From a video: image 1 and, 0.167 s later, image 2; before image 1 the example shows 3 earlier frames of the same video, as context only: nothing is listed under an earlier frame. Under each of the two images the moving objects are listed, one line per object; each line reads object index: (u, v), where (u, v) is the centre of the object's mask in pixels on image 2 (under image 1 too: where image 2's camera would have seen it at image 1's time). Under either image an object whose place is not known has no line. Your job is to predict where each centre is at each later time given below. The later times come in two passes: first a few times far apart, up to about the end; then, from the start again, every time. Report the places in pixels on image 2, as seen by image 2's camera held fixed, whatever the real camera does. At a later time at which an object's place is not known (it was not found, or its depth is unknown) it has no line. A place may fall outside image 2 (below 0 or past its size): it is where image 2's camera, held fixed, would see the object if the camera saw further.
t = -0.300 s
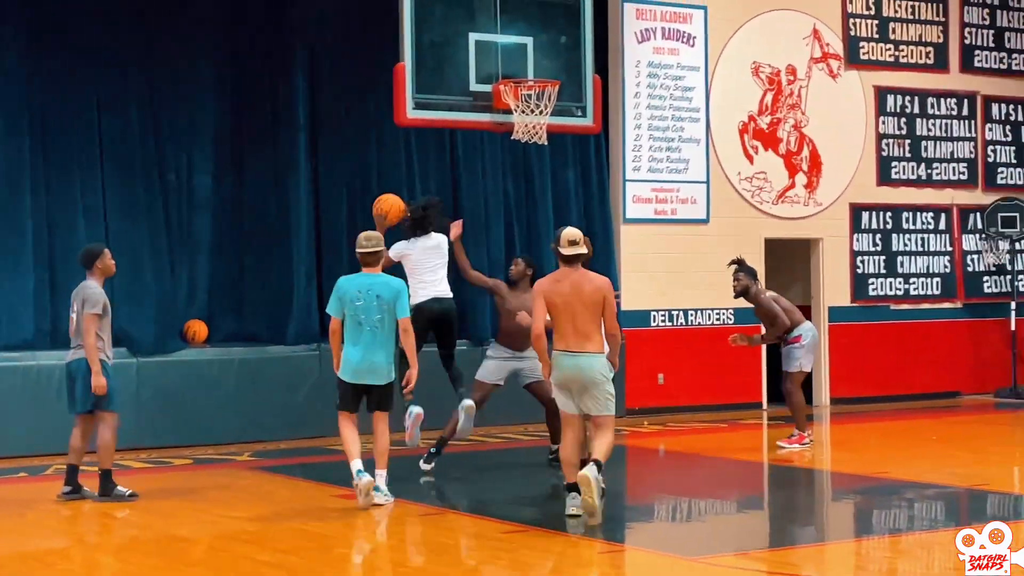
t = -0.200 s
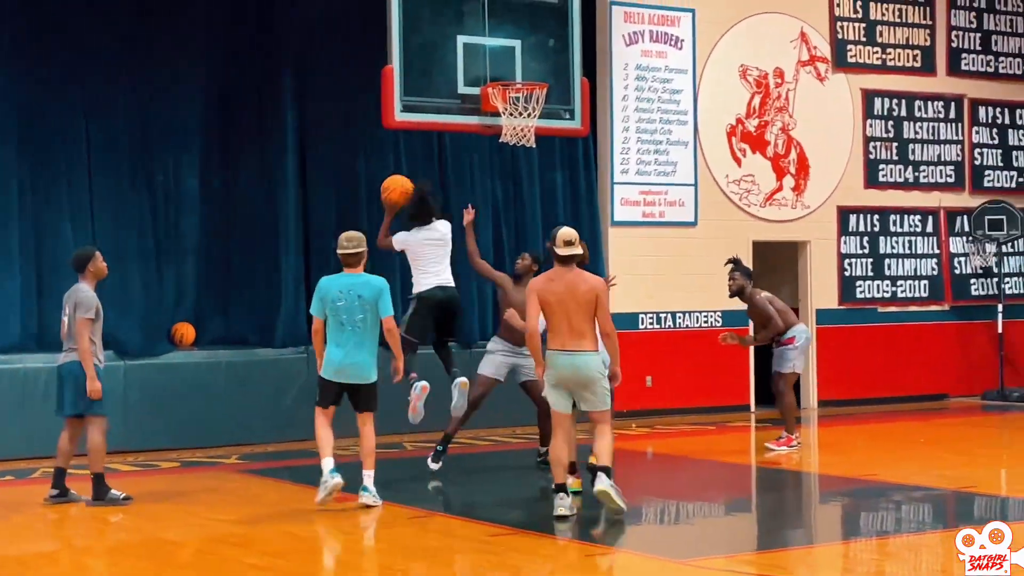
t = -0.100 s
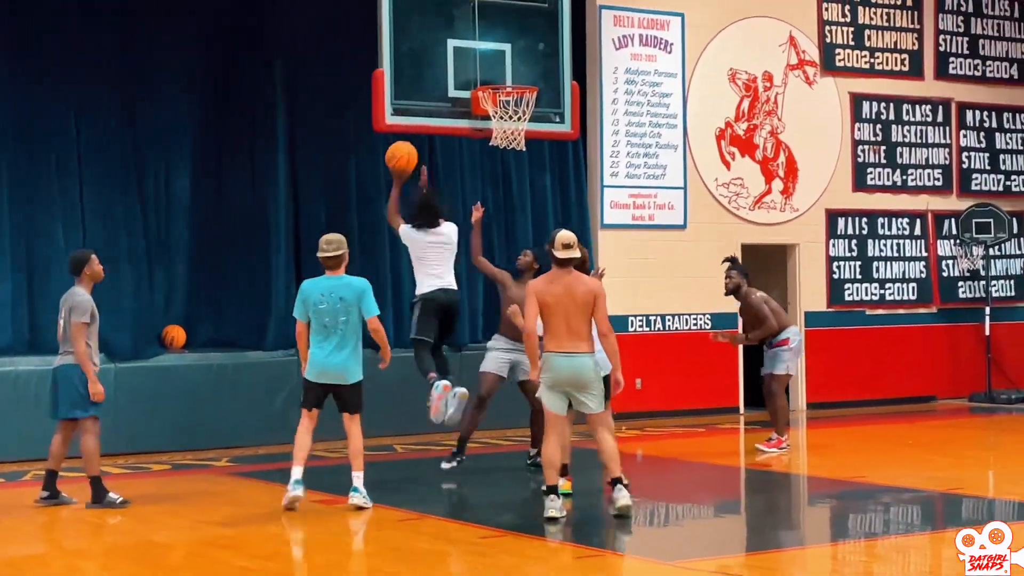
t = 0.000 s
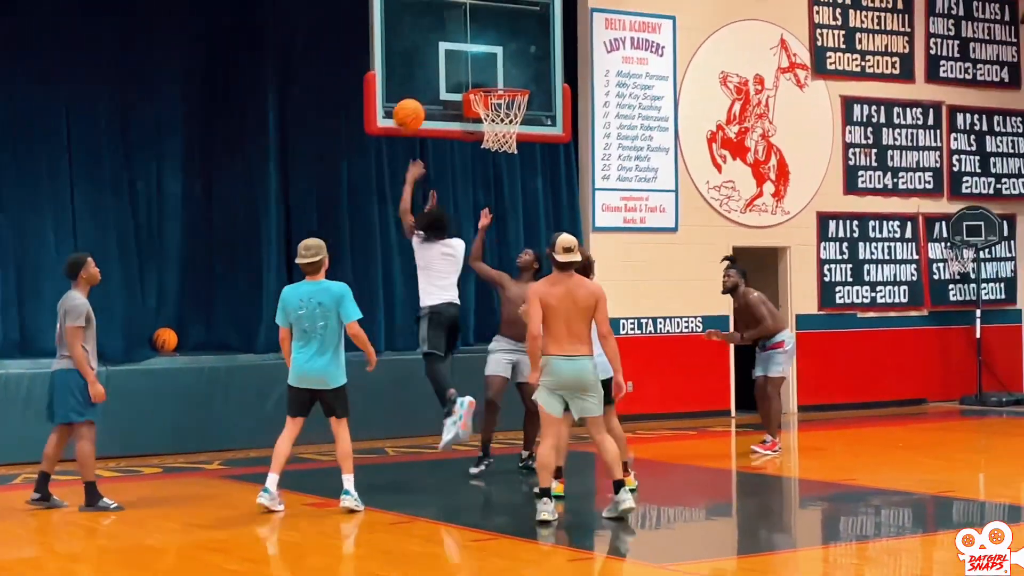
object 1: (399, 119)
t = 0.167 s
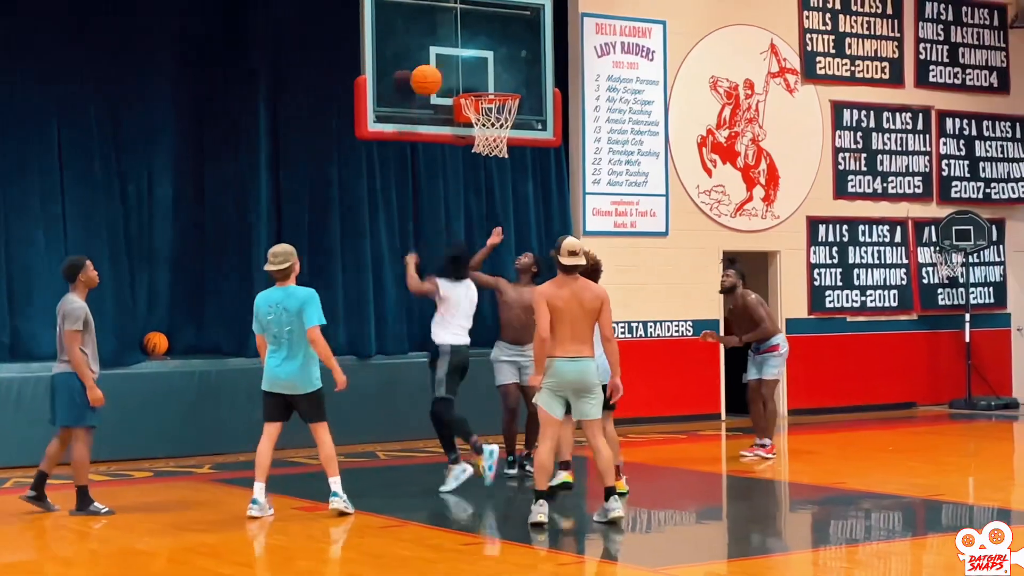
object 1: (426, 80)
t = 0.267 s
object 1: (452, 77)
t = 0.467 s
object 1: (482, 83)
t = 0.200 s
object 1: (439, 77)
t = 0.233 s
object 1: (443, 77)
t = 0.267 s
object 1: (452, 77)
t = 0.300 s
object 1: (461, 79)
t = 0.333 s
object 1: (466, 78)
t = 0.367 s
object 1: (470, 78)
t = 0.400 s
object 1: (474, 80)
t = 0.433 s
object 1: (477, 82)
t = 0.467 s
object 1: (482, 83)
